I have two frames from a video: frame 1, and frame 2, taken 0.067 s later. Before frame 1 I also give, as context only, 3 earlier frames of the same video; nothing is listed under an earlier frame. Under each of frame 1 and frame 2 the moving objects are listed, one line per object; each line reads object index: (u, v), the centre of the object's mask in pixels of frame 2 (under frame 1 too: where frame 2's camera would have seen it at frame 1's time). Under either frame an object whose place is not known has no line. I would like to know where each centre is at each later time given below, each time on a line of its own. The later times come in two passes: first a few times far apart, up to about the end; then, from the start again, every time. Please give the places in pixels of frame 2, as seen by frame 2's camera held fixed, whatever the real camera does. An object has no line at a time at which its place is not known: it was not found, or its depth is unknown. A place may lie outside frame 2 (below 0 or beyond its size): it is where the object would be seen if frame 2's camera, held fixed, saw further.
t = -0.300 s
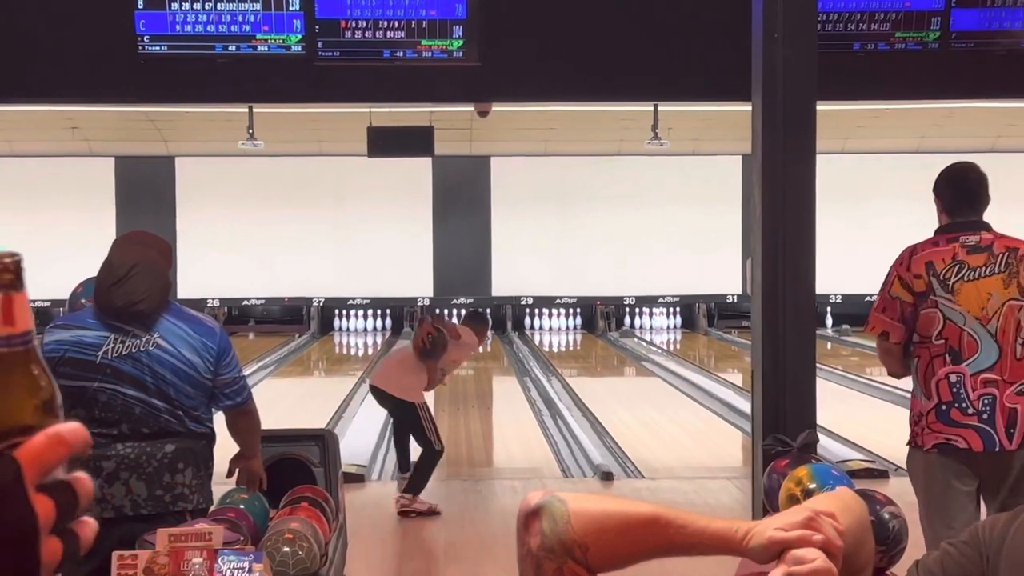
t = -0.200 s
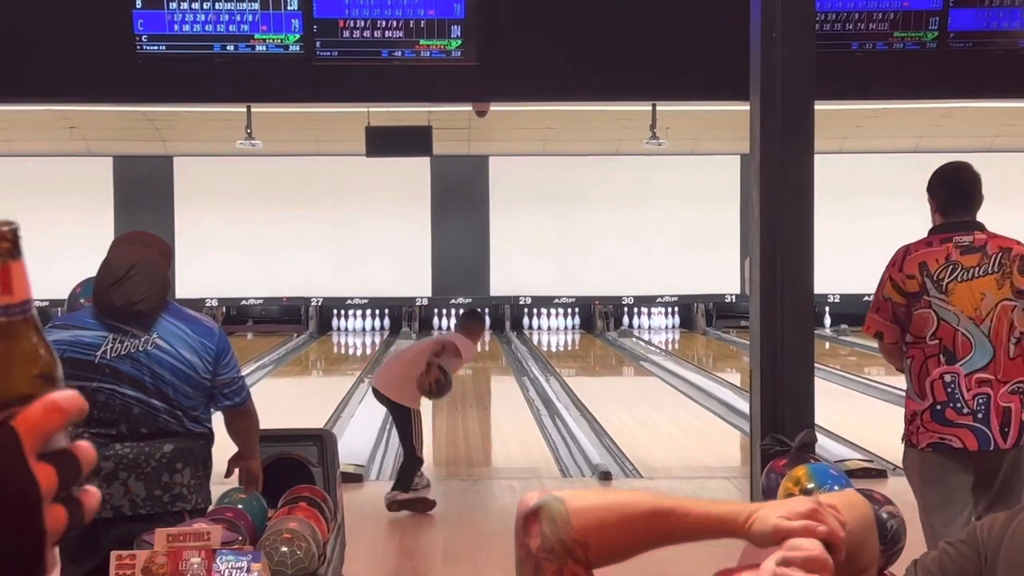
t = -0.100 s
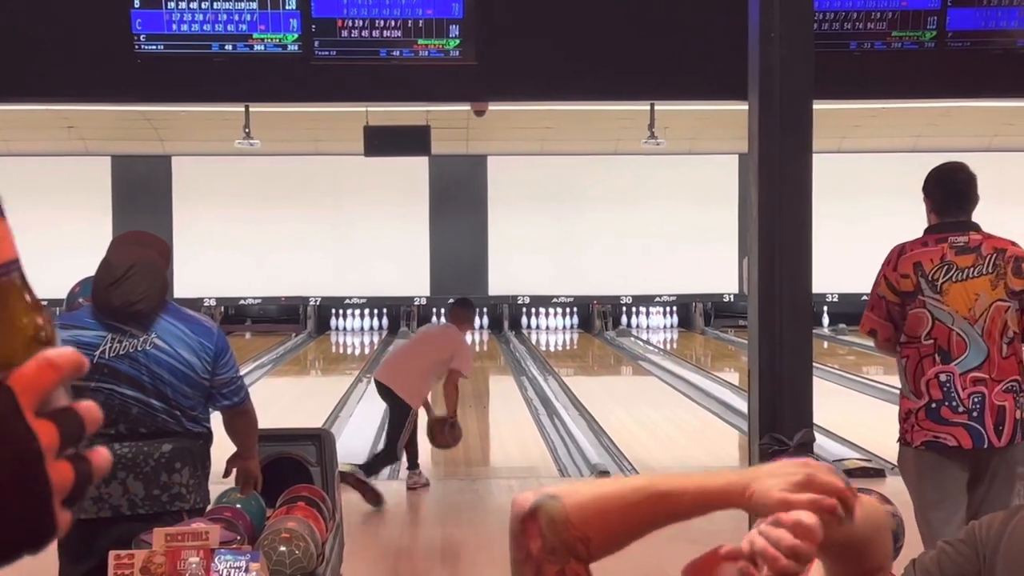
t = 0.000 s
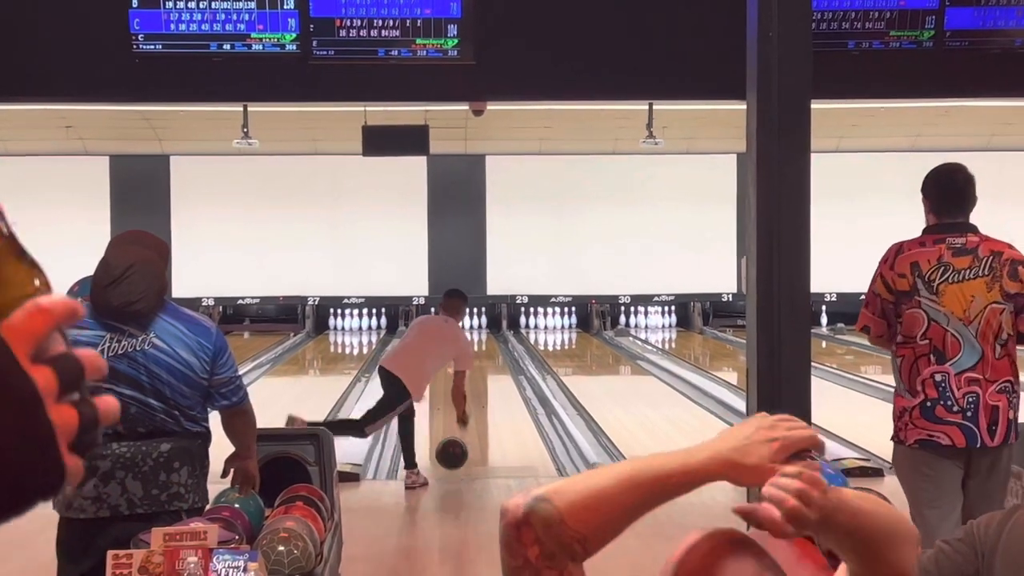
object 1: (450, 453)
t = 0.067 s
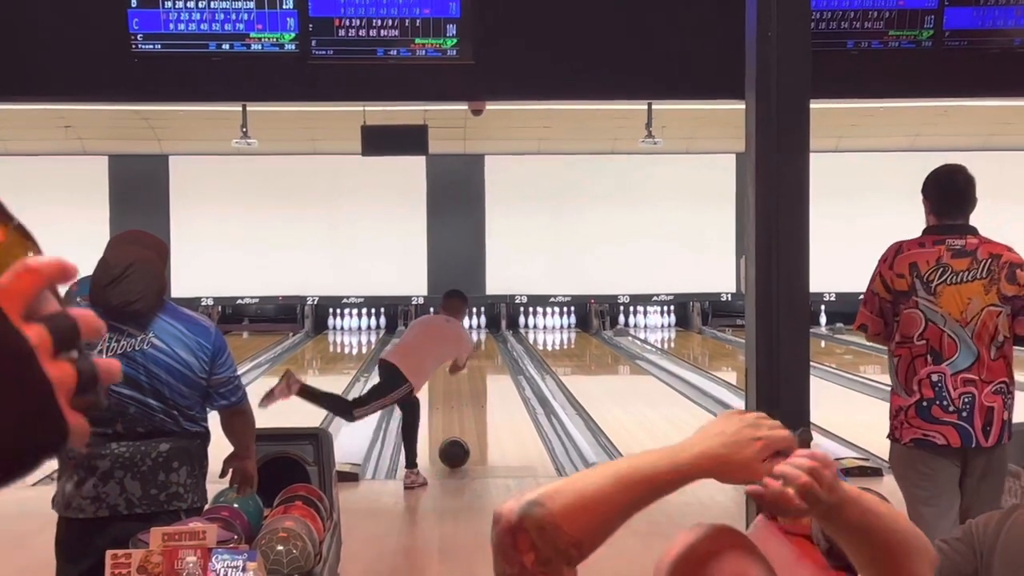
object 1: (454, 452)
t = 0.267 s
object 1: (461, 430)
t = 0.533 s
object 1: (469, 405)
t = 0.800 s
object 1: (474, 387)
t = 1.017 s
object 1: (477, 375)
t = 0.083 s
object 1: (454, 450)
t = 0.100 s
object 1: (455, 449)
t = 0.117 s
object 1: (456, 447)
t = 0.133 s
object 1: (456, 445)
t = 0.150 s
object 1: (457, 443)
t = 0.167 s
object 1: (458, 441)
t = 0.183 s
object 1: (458, 439)
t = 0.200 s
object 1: (459, 437)
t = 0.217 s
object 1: (460, 435)
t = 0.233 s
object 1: (460, 433)
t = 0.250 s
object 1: (461, 431)
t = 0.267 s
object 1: (461, 430)
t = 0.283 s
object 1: (462, 428)
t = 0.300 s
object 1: (462, 426)
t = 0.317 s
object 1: (463, 424)
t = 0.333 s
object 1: (463, 423)
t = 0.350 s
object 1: (464, 421)
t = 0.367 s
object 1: (464, 420)
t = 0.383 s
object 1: (465, 418)
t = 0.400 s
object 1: (465, 417)
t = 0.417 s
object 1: (466, 415)
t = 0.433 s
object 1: (466, 413)
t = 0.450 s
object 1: (467, 412)
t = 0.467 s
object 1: (467, 411)
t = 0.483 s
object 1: (467, 409)
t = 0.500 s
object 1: (468, 408)
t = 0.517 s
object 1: (468, 407)
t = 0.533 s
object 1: (469, 405)
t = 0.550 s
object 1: (469, 404)
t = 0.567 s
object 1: (468, 403)
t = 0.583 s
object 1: (468, 402)
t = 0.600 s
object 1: (466, 401)
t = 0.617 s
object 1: (465, 400)
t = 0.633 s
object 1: (463, 398)
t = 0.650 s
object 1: (472, 398)
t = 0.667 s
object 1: (472, 397)
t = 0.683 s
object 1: (475, 394)
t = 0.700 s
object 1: (474, 393)
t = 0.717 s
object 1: (473, 392)
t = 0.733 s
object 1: (473, 391)
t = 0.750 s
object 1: (473, 390)
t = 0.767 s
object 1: (474, 389)
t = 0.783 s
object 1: (474, 388)
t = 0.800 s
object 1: (474, 387)
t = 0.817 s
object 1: (474, 386)
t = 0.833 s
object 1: (475, 385)
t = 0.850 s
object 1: (475, 384)
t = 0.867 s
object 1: (475, 383)
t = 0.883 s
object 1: (475, 382)
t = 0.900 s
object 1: (475, 381)
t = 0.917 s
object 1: (476, 380)
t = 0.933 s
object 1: (476, 379)
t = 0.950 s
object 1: (476, 379)
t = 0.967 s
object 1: (477, 378)
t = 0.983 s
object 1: (477, 377)
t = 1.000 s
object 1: (477, 376)
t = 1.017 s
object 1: (477, 375)
